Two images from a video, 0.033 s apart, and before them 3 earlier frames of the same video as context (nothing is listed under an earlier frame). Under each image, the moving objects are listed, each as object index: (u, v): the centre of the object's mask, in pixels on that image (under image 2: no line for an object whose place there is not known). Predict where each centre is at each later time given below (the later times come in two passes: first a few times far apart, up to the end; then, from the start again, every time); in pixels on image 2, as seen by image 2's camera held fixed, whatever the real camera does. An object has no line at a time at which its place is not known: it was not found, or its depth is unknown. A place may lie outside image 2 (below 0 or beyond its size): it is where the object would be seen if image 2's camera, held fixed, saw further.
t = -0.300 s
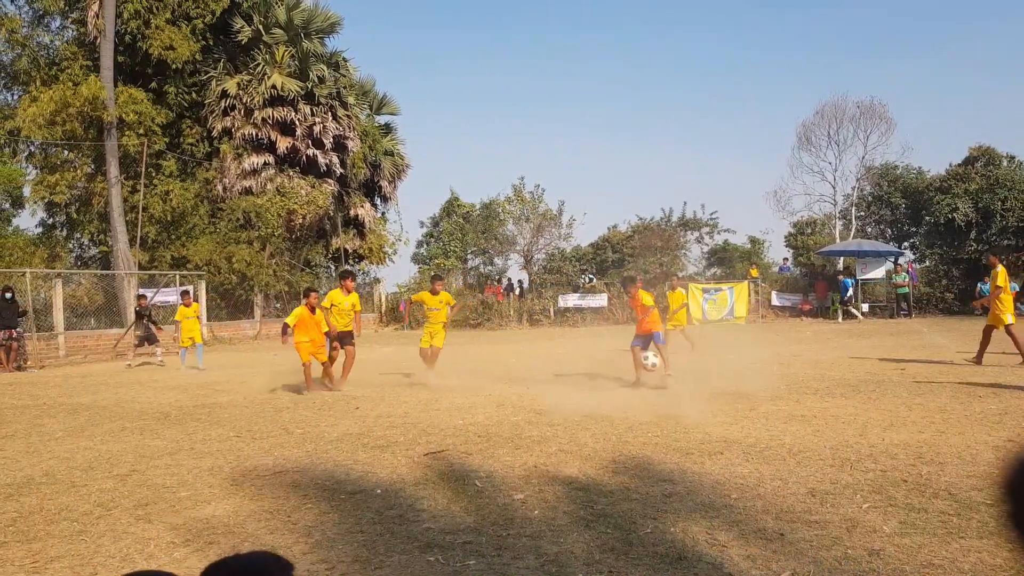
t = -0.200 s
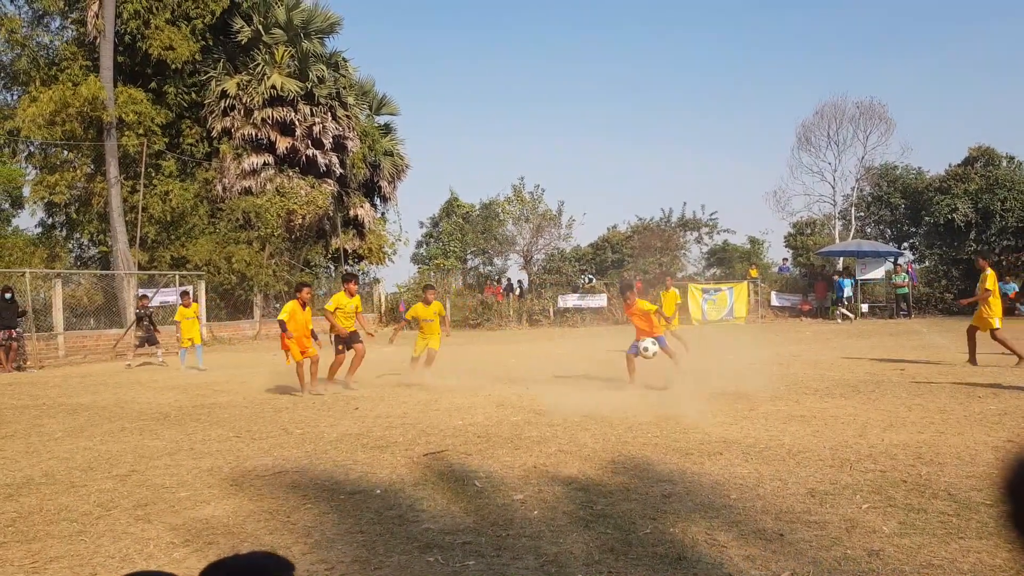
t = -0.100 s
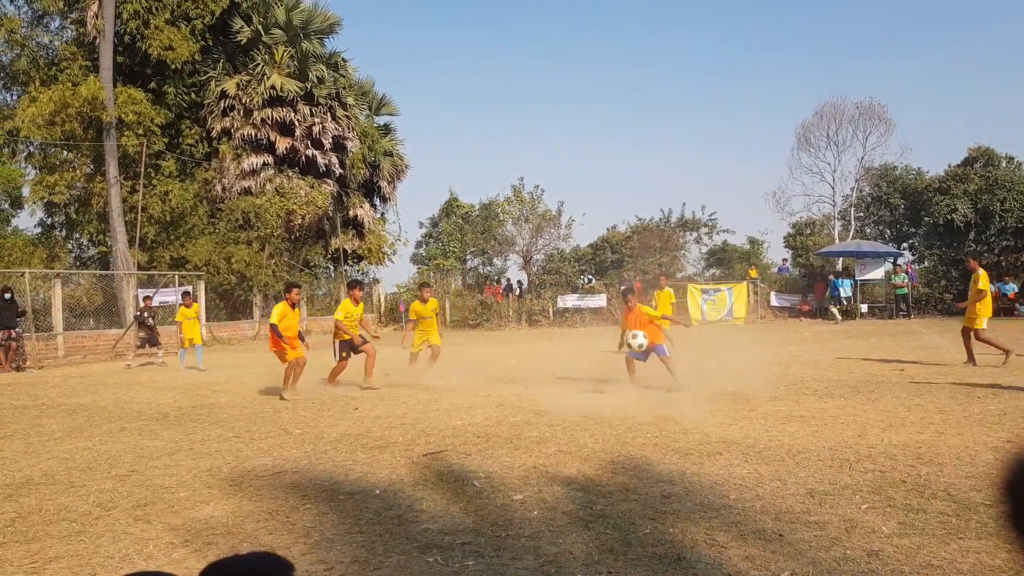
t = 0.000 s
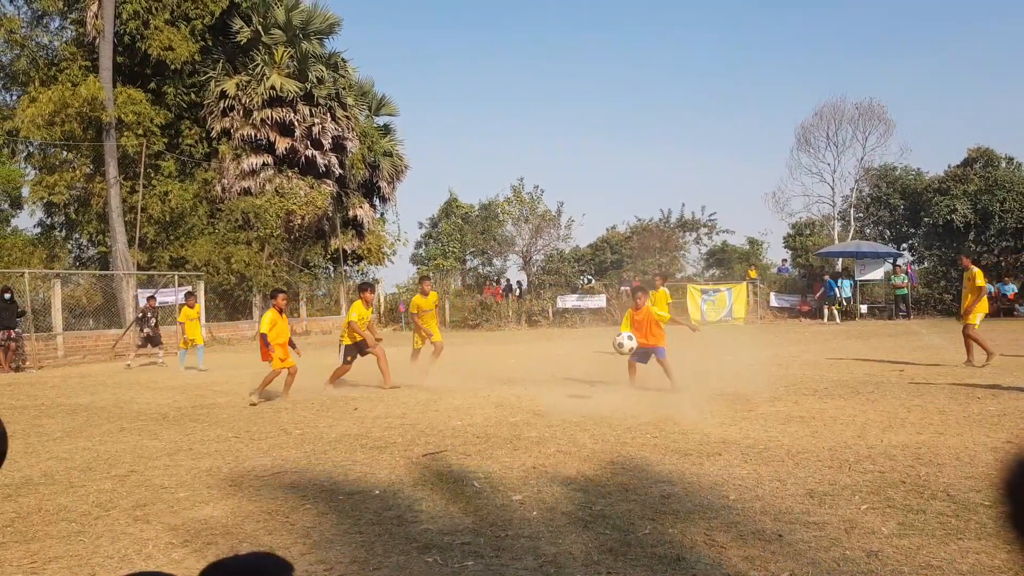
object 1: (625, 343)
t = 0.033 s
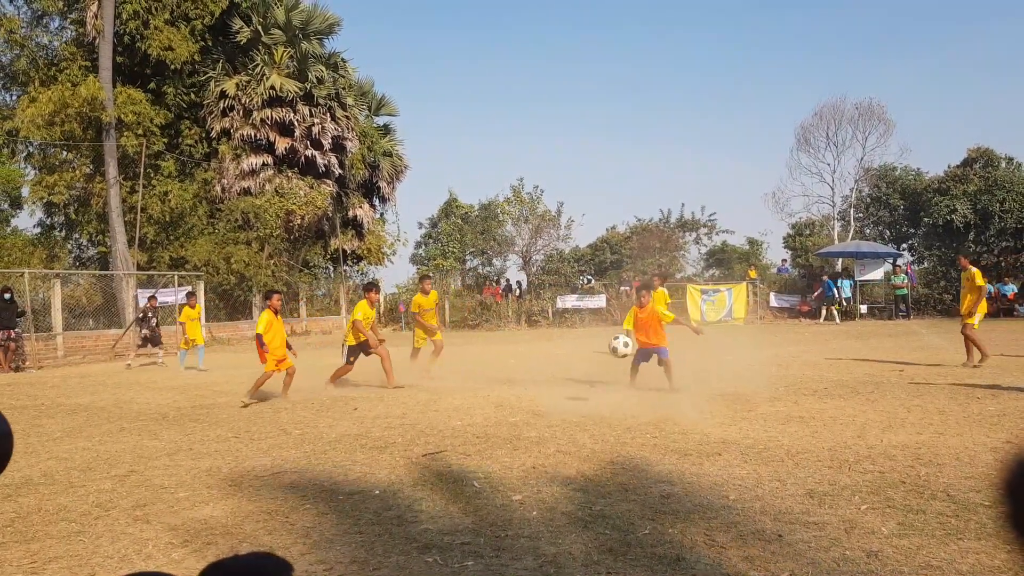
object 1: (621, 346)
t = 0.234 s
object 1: (595, 393)
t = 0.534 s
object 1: (575, 367)
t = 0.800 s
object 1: (561, 412)
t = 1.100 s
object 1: (543, 417)
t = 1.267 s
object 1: (533, 461)
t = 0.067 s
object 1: (616, 350)
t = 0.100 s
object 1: (612, 356)
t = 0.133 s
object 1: (608, 363)
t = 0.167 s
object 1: (604, 371)
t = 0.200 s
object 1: (600, 381)
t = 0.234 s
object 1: (595, 393)
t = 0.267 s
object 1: (591, 406)
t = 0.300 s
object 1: (588, 404)
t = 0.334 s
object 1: (587, 396)
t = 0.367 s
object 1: (585, 388)
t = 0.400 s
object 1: (583, 381)
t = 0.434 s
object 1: (581, 376)
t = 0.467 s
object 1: (579, 371)
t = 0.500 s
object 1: (577, 369)
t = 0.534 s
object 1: (575, 367)
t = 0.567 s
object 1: (573, 367)
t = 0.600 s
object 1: (572, 369)
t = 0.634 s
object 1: (570, 372)
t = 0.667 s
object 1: (568, 376)
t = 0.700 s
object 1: (566, 383)
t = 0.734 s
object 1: (565, 391)
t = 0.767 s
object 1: (563, 400)
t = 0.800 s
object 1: (561, 412)
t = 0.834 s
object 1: (560, 427)
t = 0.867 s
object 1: (558, 438)
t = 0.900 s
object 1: (556, 430)
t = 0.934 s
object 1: (554, 424)
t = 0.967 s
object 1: (552, 419)
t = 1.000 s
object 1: (550, 416)
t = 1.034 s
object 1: (548, 414)
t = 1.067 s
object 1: (545, 415)
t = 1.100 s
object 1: (543, 417)
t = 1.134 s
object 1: (541, 422)
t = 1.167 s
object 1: (539, 428)
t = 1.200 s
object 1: (537, 437)
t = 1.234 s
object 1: (535, 448)
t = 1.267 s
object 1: (533, 461)
